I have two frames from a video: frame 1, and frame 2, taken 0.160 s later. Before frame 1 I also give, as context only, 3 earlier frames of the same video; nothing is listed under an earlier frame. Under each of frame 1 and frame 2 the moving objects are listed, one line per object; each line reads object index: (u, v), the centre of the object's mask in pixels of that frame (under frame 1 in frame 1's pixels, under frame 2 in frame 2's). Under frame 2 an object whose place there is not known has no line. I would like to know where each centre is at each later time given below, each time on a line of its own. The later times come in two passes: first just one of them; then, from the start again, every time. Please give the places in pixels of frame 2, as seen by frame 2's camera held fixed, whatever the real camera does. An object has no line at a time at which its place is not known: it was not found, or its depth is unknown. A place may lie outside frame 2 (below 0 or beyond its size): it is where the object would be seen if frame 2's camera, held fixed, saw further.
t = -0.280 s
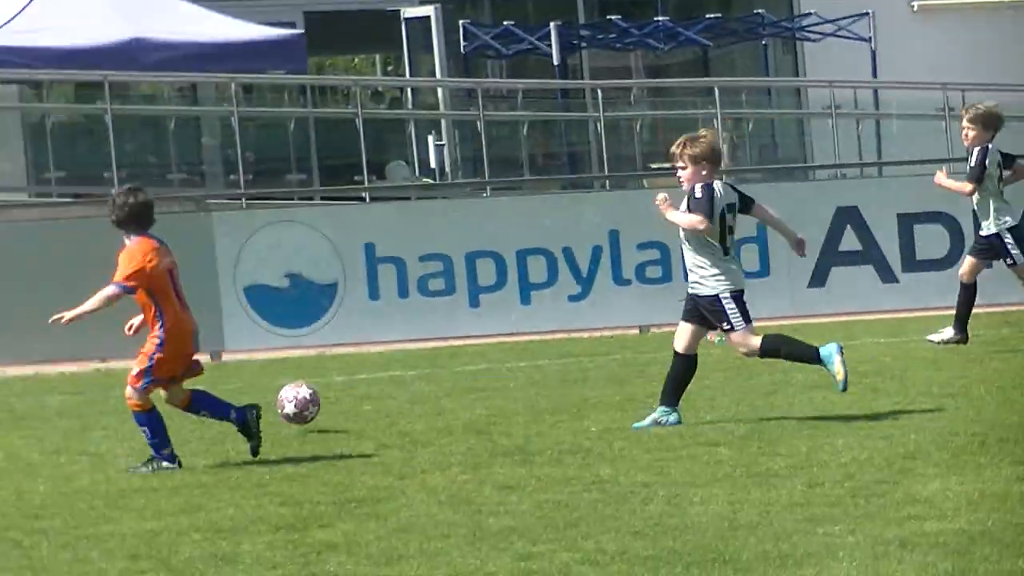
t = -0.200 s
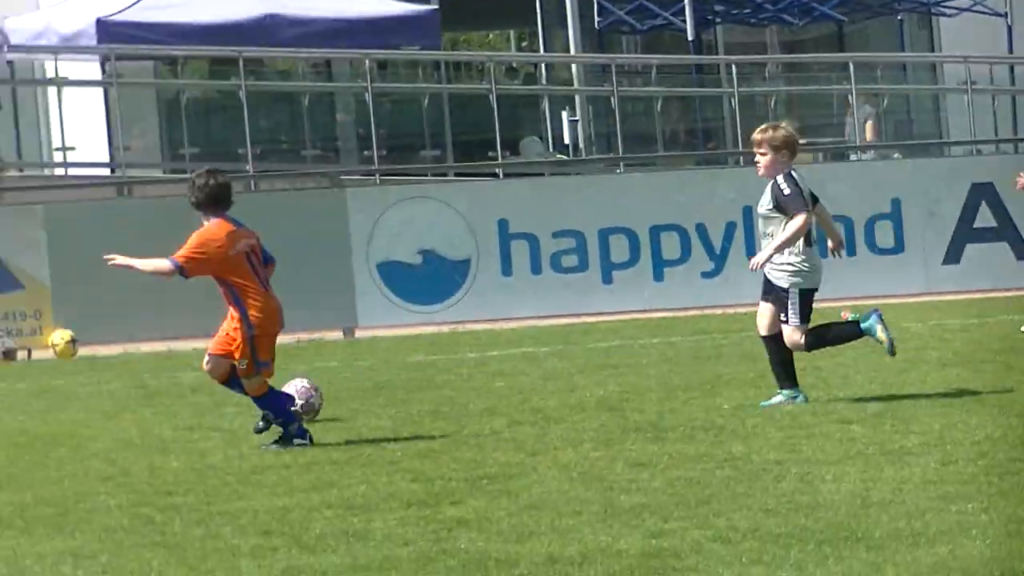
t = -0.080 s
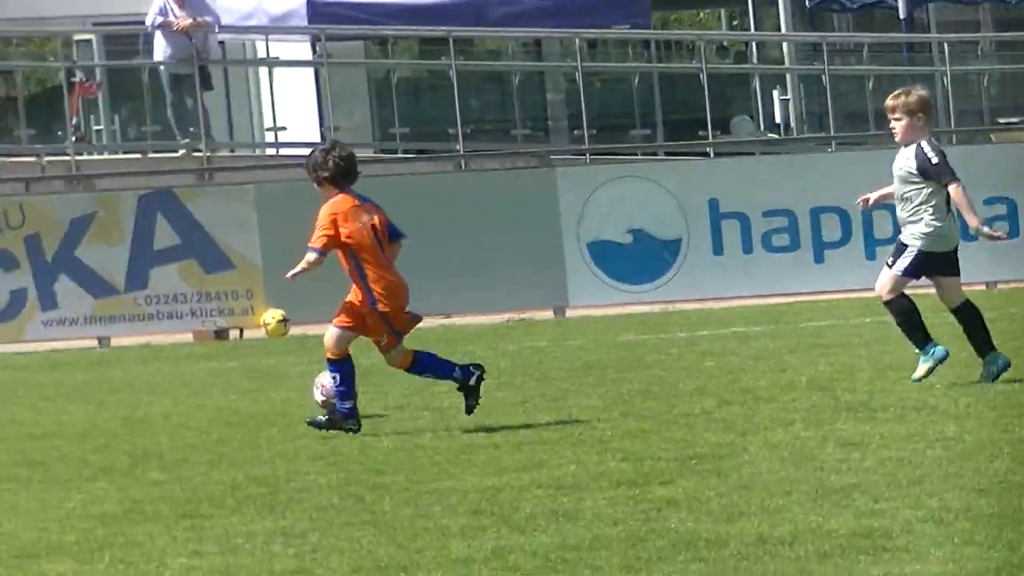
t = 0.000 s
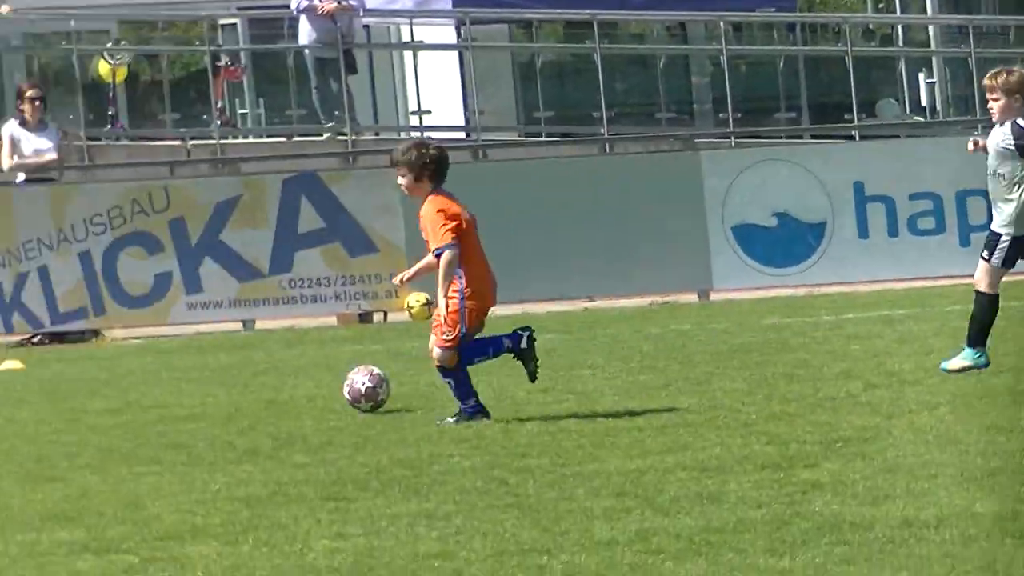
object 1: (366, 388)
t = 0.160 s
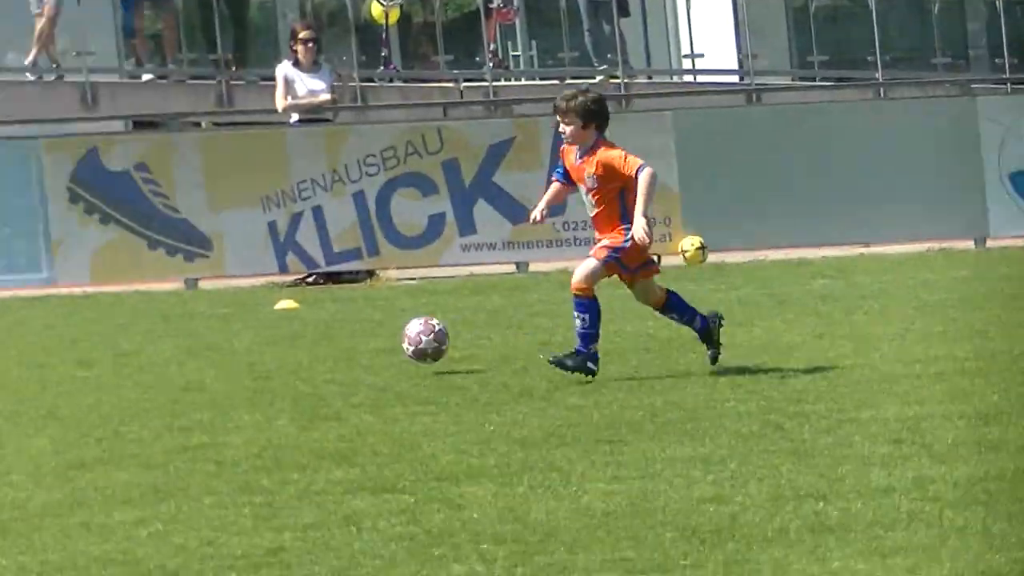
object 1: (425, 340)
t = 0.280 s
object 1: (265, 367)
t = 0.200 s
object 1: (372, 345)
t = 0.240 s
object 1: (318, 355)
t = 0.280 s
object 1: (265, 367)
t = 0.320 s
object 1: (210, 369)
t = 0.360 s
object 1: (154, 367)
